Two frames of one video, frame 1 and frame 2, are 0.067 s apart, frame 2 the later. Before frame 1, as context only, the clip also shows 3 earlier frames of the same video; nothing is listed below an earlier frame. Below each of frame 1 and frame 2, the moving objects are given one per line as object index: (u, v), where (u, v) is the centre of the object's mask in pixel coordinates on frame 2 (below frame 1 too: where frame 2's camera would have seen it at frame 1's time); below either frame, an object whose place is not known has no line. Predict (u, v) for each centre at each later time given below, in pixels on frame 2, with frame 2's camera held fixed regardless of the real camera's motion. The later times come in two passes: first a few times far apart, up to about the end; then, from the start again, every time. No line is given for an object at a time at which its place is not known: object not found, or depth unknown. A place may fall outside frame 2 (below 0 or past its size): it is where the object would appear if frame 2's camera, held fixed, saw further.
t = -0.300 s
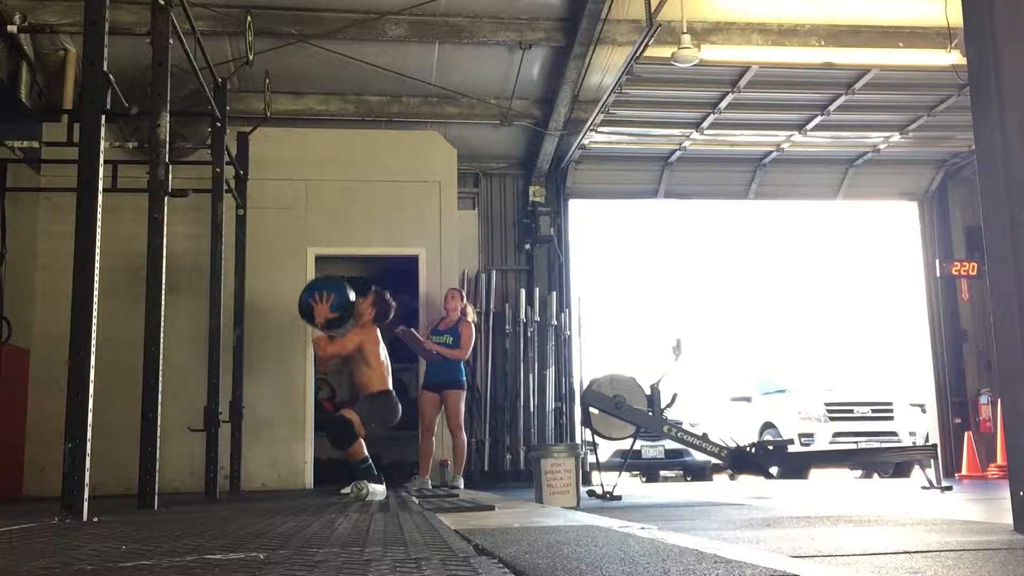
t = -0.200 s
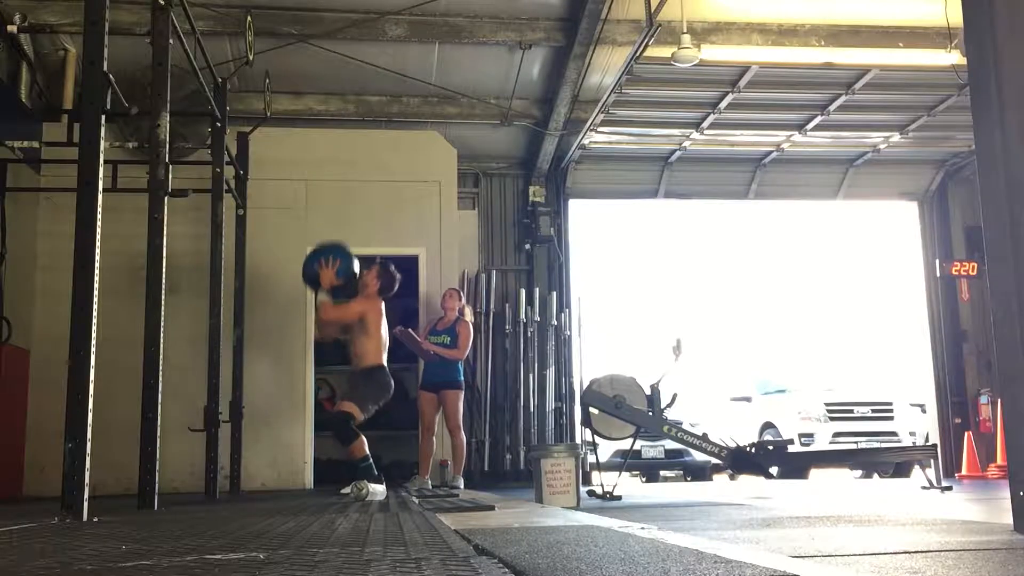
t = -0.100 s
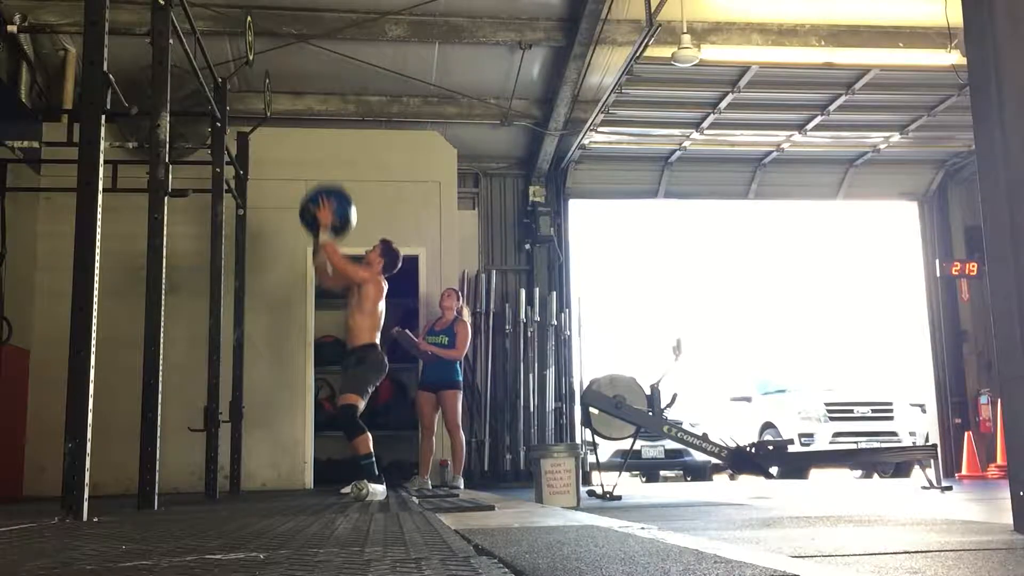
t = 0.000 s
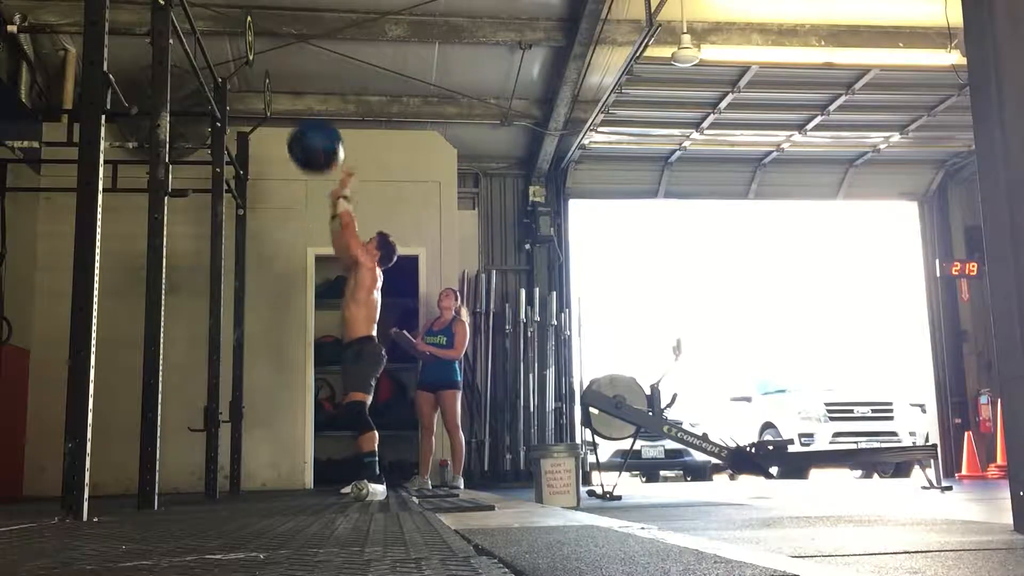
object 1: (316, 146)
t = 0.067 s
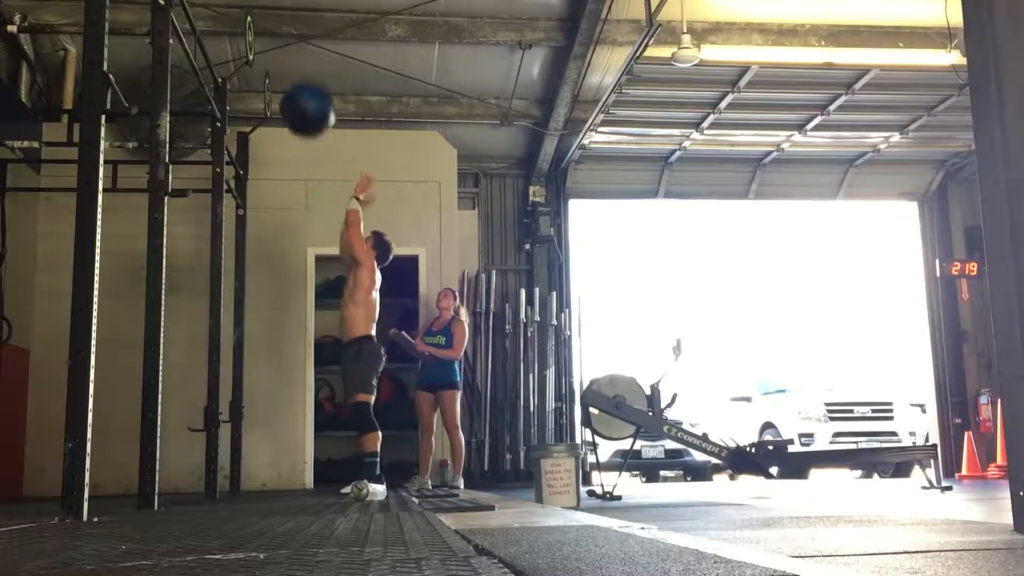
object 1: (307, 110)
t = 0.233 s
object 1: (287, 46)
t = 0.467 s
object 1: (280, 27)
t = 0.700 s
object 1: (299, 82)
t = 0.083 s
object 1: (306, 101)
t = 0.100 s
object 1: (303, 93)
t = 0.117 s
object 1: (301, 86)
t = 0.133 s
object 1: (299, 79)
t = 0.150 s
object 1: (297, 72)
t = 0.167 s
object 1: (295, 67)
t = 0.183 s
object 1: (293, 61)
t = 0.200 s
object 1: (291, 56)
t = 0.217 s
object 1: (289, 51)
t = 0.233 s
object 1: (287, 46)
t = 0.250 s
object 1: (284, 42)
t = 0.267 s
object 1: (282, 38)
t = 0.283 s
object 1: (280, 35)
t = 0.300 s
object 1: (279, 32)
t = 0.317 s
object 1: (277, 29)
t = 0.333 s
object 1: (275, 27)
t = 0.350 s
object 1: (273, 26)
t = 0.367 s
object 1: (274, 26)
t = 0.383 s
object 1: (274, 25)
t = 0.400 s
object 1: (275, 25)
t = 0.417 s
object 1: (275, 25)
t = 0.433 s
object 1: (277, 25)
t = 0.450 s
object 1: (278, 26)
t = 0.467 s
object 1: (280, 27)
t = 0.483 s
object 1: (280, 28)
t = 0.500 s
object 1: (282, 30)
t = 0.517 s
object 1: (283, 32)
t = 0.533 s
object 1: (284, 35)
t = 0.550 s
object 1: (286, 38)
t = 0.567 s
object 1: (287, 42)
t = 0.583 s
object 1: (289, 46)
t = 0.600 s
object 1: (291, 50)
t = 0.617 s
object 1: (292, 54)
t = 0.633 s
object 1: (294, 58)
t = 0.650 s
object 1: (295, 62)
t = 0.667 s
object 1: (296, 69)
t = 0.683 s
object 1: (298, 76)
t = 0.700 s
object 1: (299, 82)
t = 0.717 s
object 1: (300, 89)
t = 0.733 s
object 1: (302, 95)
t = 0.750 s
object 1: (303, 103)
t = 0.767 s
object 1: (305, 112)
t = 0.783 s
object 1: (306, 121)
